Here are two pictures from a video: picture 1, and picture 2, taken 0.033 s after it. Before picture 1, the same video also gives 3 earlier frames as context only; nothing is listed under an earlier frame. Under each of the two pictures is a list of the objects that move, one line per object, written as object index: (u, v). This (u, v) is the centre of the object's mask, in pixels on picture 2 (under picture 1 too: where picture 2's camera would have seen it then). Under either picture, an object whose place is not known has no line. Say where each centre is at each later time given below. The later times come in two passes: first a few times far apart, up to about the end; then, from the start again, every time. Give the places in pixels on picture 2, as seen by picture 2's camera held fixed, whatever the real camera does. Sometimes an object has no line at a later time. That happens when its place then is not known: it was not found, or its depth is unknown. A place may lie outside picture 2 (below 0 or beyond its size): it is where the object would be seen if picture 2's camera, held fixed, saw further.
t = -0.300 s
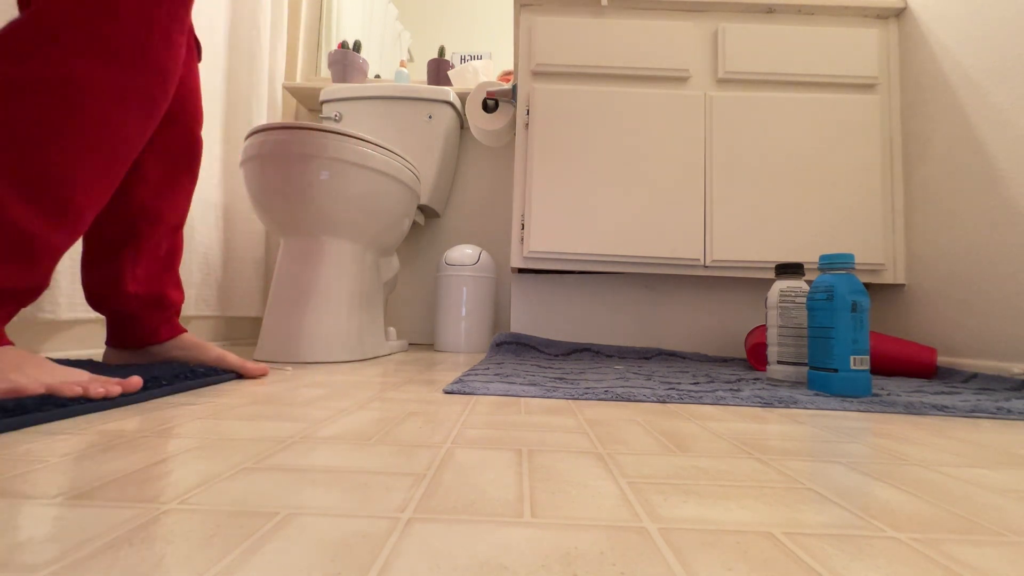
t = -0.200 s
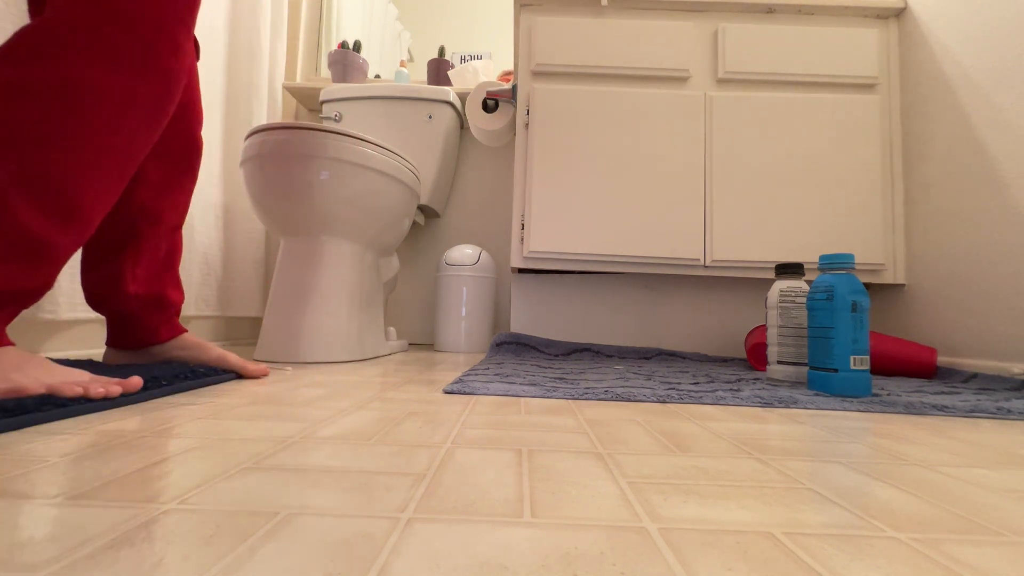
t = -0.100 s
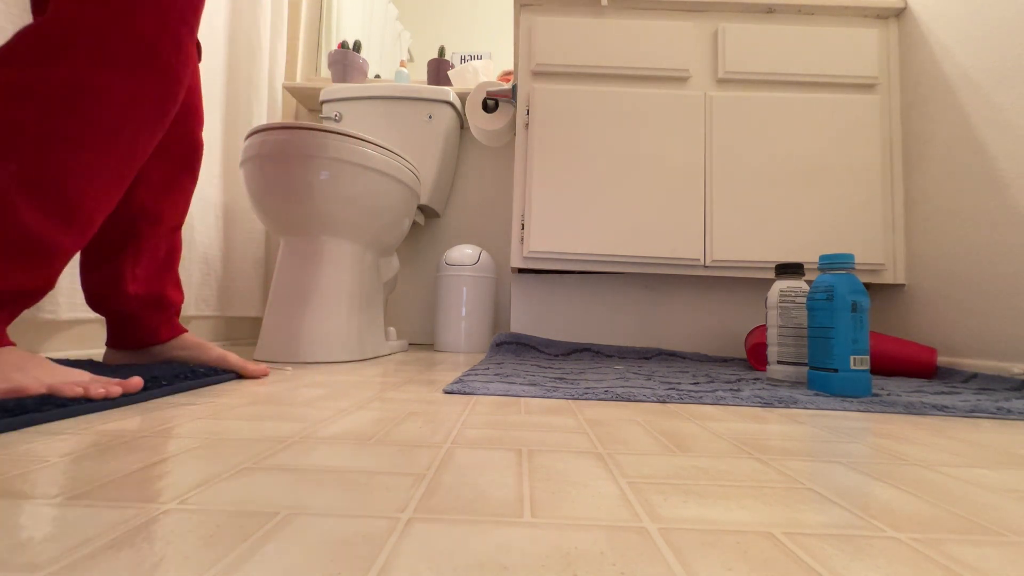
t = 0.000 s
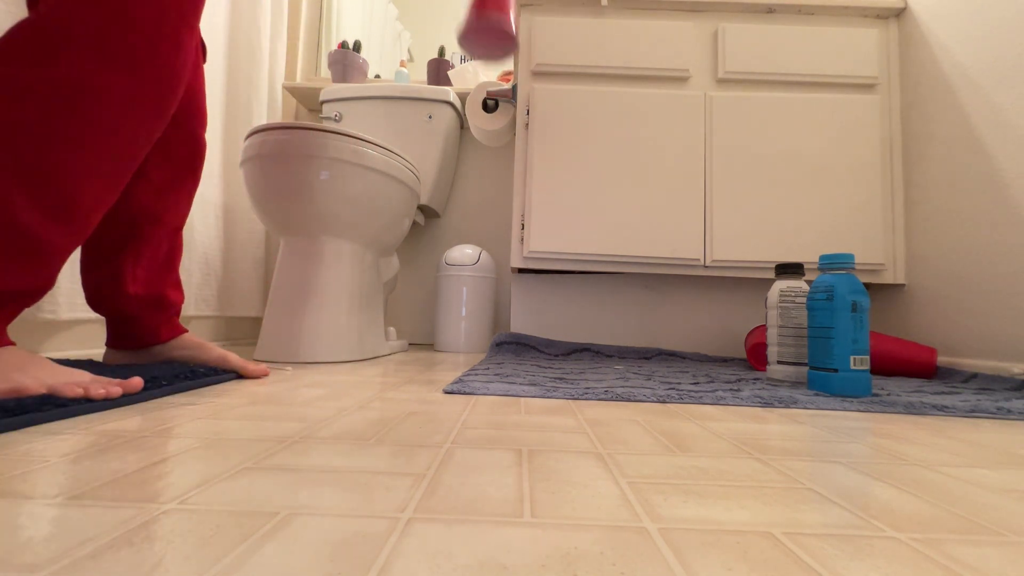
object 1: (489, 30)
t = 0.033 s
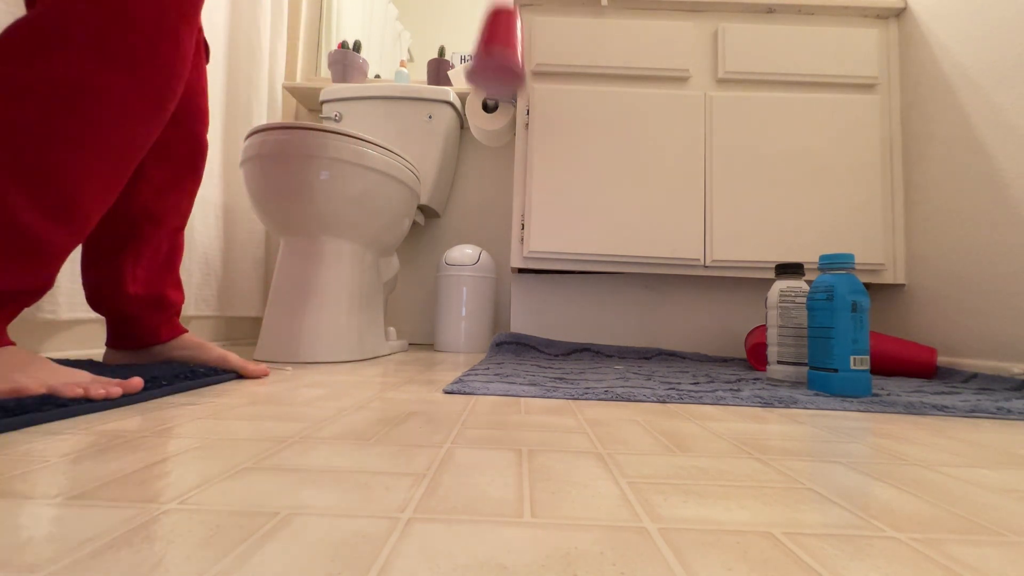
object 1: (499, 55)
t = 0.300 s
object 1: (542, 319)
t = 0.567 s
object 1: (579, 346)
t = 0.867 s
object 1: (609, 363)
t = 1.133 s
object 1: (634, 366)
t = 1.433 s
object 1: (661, 368)
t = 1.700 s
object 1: (696, 374)
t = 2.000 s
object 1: (747, 380)
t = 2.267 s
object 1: (792, 385)
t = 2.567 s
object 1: (848, 393)
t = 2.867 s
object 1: (913, 403)
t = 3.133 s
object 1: (937, 415)
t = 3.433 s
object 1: (953, 434)
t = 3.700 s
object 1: (967, 448)
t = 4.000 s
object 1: (982, 461)
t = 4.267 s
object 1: (993, 470)
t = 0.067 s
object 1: (506, 93)
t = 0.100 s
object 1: (513, 133)
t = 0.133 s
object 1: (519, 179)
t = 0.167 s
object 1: (524, 231)
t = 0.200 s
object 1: (529, 282)
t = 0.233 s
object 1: (533, 339)
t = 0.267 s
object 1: (537, 329)
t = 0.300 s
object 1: (542, 319)
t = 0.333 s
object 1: (546, 316)
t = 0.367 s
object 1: (550, 314)
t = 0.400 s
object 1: (557, 325)
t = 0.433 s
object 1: (561, 336)
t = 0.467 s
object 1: (566, 327)
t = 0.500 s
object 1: (570, 325)
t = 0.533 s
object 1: (575, 332)
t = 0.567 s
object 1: (579, 346)
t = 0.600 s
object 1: (583, 354)
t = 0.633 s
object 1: (586, 351)
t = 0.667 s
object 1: (589, 353)
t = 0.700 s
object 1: (592, 351)
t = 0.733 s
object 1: (596, 355)
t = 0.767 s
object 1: (599, 362)
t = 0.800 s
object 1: (603, 359)
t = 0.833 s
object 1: (606, 361)
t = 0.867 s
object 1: (609, 363)
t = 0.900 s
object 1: (612, 364)
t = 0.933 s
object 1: (615, 364)
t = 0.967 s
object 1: (619, 365)
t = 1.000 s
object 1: (622, 365)
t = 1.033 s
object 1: (625, 365)
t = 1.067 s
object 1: (628, 365)
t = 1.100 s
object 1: (631, 366)
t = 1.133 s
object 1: (634, 366)
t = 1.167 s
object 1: (637, 366)
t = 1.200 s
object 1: (640, 367)
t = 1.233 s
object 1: (644, 367)
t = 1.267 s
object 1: (647, 367)
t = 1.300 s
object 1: (650, 367)
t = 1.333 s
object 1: (653, 368)
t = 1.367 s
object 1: (656, 368)
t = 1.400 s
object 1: (658, 368)
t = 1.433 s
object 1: (661, 368)
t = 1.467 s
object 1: (665, 369)
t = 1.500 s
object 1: (668, 369)
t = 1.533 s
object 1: (671, 370)
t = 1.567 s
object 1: (675, 370)
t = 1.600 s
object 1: (680, 371)
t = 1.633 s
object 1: (685, 372)
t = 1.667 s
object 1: (690, 373)
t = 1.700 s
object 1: (696, 374)
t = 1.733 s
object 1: (702, 375)
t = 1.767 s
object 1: (707, 375)
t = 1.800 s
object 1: (713, 376)
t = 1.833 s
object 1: (719, 376)
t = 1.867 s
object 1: (725, 377)
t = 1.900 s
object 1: (730, 378)
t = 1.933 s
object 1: (736, 378)
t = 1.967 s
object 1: (741, 379)
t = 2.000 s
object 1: (747, 380)
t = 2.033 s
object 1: (753, 380)
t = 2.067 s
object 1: (758, 381)
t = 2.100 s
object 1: (764, 381)
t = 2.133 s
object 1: (769, 382)
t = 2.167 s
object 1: (775, 383)
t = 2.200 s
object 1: (781, 384)
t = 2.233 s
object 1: (787, 384)
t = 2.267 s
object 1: (792, 385)
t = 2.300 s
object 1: (798, 386)
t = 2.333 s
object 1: (804, 387)
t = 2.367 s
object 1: (811, 388)
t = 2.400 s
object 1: (817, 388)
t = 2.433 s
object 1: (823, 389)
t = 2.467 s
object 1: (829, 390)
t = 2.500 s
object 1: (835, 391)
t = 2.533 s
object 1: (842, 392)
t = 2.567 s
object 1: (848, 393)
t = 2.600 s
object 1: (855, 394)
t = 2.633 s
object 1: (862, 395)
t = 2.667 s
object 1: (869, 396)
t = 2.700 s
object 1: (876, 397)
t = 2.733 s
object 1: (884, 399)
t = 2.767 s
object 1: (892, 400)
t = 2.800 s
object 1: (899, 401)
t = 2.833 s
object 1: (907, 402)
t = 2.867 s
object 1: (913, 403)
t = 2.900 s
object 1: (917, 405)
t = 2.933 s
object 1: (921, 406)
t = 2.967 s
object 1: (924, 407)
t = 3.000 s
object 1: (927, 408)
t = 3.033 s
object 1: (930, 409)
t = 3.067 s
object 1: (932, 411)
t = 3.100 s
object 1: (934, 413)
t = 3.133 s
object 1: (937, 415)
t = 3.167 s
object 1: (939, 417)
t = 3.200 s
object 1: (941, 419)
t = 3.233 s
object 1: (943, 421)
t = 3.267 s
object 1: (944, 423)
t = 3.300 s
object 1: (946, 426)
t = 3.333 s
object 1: (947, 428)
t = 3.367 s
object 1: (949, 430)
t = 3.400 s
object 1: (951, 432)
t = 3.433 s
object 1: (953, 434)
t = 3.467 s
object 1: (954, 436)
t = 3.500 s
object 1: (956, 438)
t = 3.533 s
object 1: (958, 439)
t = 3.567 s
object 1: (960, 441)
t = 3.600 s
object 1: (962, 443)
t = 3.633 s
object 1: (963, 445)
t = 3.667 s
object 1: (965, 446)
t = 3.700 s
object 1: (967, 448)
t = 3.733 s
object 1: (968, 449)
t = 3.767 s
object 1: (970, 451)
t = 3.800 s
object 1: (972, 452)
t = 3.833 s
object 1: (974, 454)
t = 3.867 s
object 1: (975, 456)
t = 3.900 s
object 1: (977, 457)
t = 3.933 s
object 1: (979, 458)
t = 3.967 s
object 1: (980, 460)
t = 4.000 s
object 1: (982, 461)
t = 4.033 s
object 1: (983, 462)
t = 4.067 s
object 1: (985, 463)
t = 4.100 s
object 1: (986, 465)
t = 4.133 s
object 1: (988, 466)
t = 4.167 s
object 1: (989, 467)
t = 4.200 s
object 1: (990, 468)
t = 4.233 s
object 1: (992, 469)
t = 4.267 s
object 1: (993, 470)
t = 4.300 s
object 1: (994, 470)
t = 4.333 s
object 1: (996, 471)
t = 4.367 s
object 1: (997, 472)
